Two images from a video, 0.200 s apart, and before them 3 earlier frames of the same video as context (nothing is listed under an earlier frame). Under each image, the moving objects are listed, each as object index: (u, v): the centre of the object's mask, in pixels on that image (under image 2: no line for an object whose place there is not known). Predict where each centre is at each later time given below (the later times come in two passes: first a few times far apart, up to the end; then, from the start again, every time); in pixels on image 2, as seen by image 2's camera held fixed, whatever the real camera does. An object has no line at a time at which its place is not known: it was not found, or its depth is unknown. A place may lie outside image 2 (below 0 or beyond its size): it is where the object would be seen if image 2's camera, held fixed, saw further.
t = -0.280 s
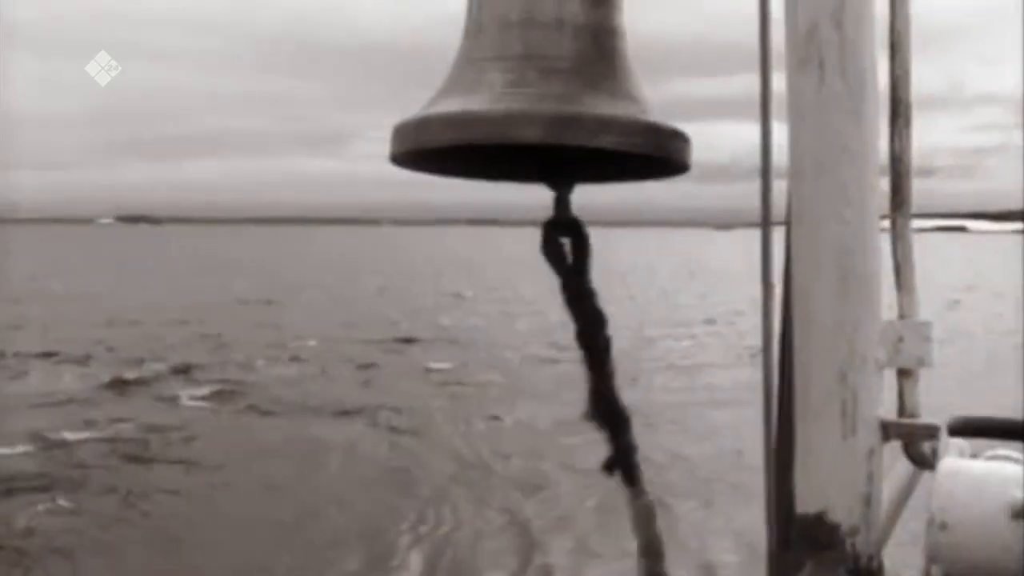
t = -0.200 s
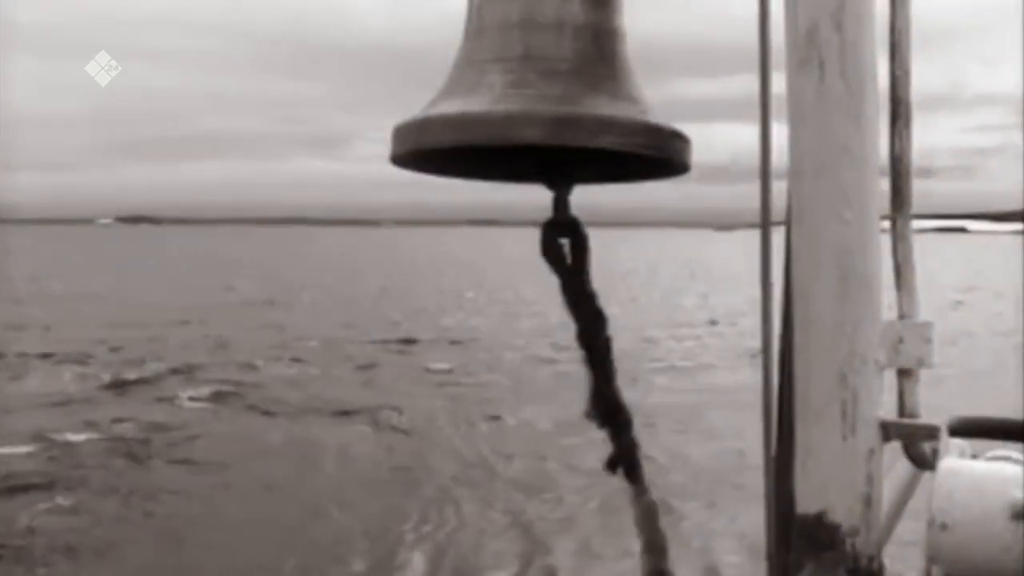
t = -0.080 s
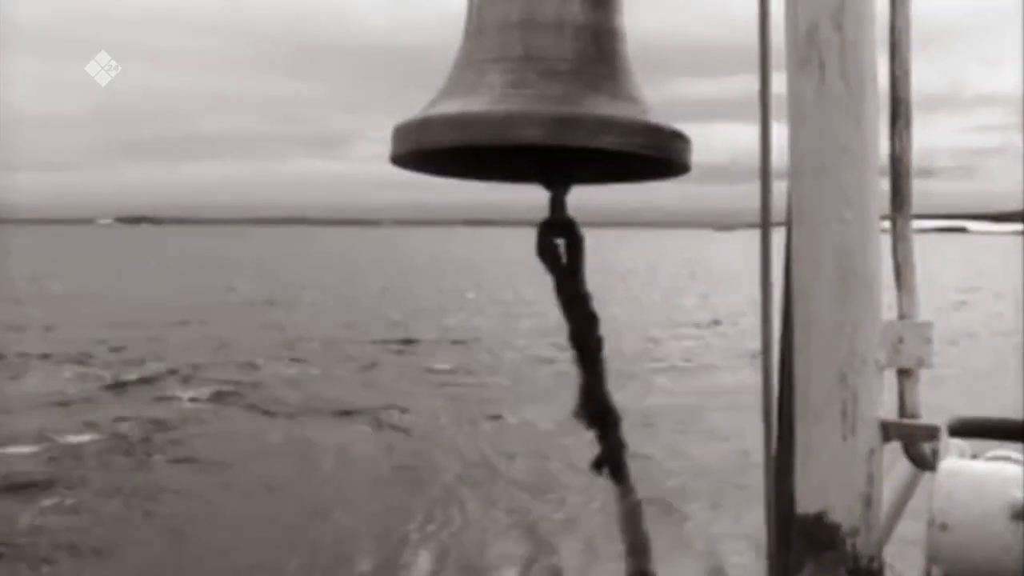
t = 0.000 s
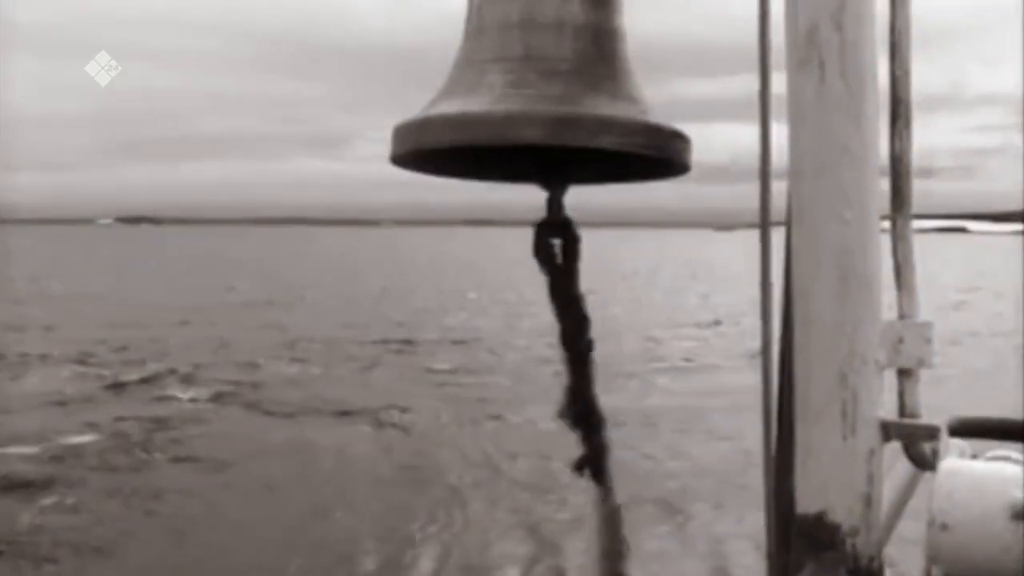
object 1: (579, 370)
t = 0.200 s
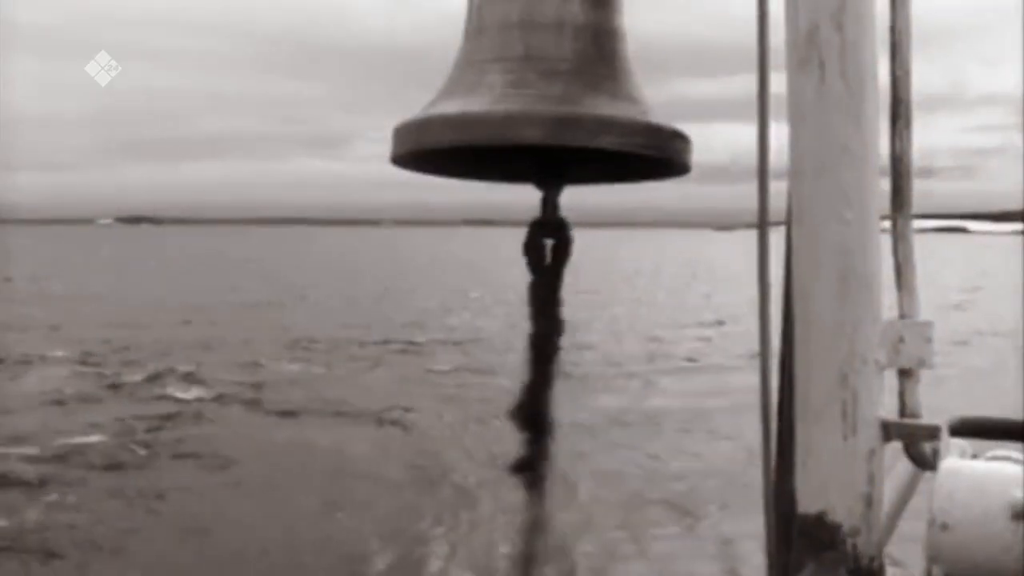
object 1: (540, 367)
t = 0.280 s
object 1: (526, 368)
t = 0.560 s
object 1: (505, 367)
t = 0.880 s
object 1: (544, 368)
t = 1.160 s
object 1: (577, 374)
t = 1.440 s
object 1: (570, 373)
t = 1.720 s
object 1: (535, 373)
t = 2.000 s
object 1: (516, 375)
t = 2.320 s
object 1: (533, 376)
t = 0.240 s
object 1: (533, 364)
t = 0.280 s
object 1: (526, 368)
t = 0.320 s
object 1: (520, 367)
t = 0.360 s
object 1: (514, 367)
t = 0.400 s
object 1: (510, 367)
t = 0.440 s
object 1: (507, 368)
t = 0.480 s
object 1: (505, 367)
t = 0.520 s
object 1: (505, 367)
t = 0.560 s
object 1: (505, 367)
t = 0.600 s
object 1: (507, 366)
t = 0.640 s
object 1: (510, 367)
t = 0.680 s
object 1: (515, 366)
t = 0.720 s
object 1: (520, 366)
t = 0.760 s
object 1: (525, 367)
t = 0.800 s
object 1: (532, 370)
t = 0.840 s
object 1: (538, 369)
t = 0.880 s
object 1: (544, 368)
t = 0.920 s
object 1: (550, 368)
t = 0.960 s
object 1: (556, 369)
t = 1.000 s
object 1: (562, 370)
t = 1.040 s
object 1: (566, 372)
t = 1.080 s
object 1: (571, 373)
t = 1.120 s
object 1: (574, 374)
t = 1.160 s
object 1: (577, 374)
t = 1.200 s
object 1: (579, 375)
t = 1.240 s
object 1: (580, 373)
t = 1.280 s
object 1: (580, 374)
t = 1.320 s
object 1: (579, 374)
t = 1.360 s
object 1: (577, 373)
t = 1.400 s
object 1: (574, 373)
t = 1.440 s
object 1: (570, 373)
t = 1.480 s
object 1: (566, 373)
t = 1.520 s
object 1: (561, 374)
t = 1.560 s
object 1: (556, 373)
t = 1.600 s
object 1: (551, 372)
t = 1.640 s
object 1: (546, 372)
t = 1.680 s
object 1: (540, 374)
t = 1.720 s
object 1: (535, 373)
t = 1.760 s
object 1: (531, 373)
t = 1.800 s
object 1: (527, 374)
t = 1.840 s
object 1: (523, 373)
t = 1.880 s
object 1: (520, 375)
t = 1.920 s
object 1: (518, 375)
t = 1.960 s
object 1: (516, 374)
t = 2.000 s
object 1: (516, 375)
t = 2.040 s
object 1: (516, 375)
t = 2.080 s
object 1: (516, 376)
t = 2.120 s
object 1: (517, 375)
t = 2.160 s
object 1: (519, 376)
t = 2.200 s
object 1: (522, 379)
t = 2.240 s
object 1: (524, 380)
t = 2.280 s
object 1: (529, 378)
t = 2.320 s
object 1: (533, 376)
